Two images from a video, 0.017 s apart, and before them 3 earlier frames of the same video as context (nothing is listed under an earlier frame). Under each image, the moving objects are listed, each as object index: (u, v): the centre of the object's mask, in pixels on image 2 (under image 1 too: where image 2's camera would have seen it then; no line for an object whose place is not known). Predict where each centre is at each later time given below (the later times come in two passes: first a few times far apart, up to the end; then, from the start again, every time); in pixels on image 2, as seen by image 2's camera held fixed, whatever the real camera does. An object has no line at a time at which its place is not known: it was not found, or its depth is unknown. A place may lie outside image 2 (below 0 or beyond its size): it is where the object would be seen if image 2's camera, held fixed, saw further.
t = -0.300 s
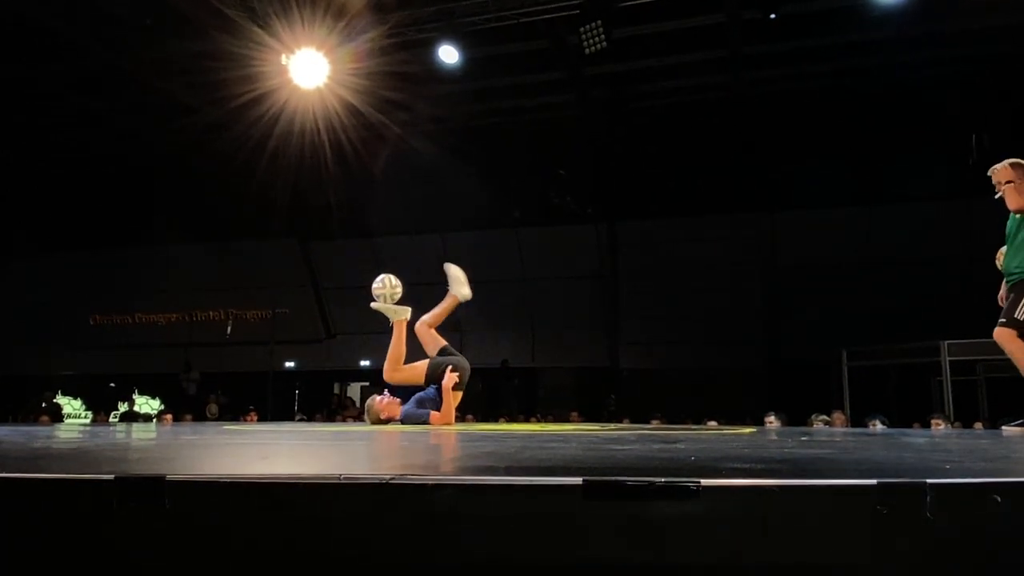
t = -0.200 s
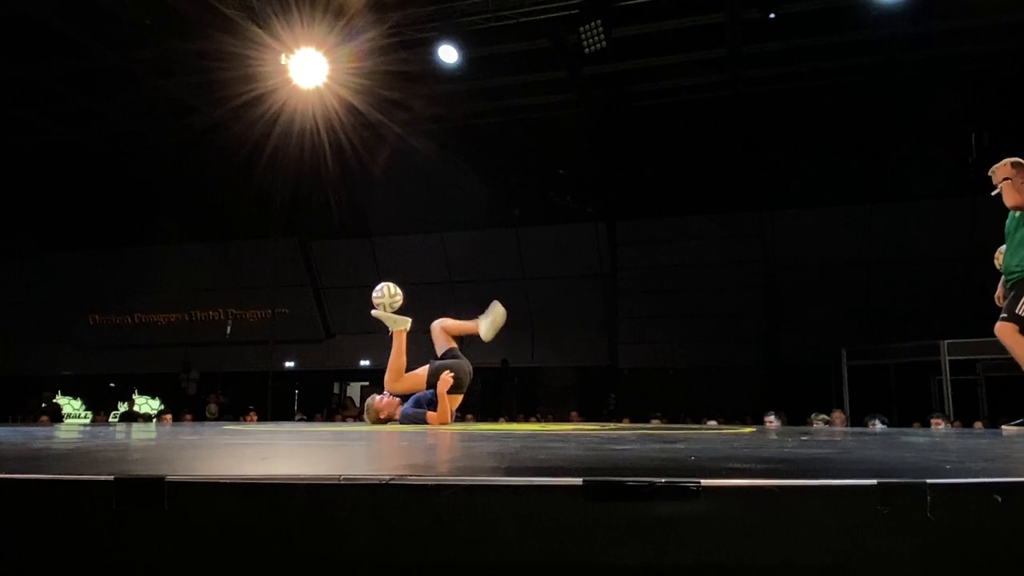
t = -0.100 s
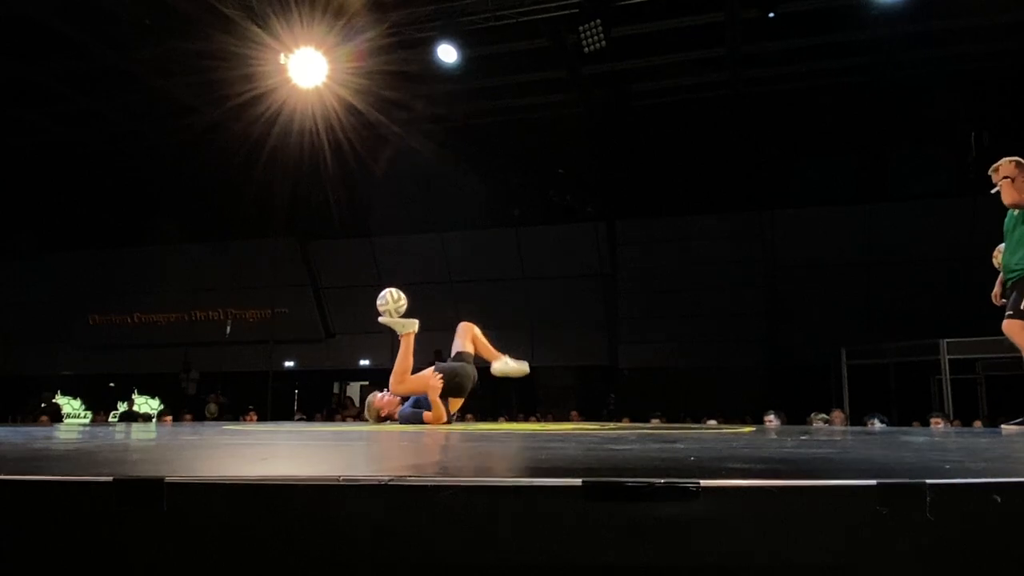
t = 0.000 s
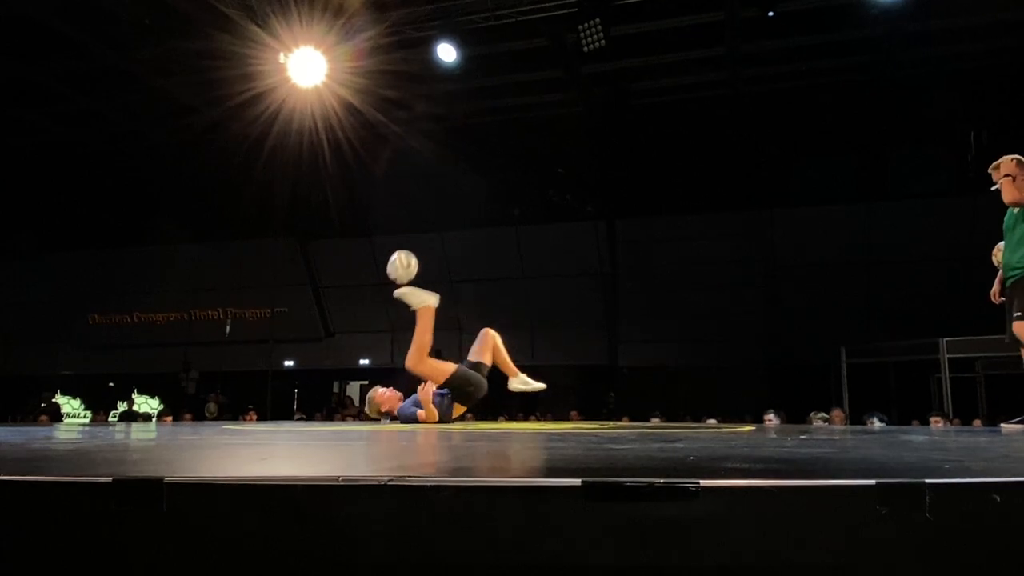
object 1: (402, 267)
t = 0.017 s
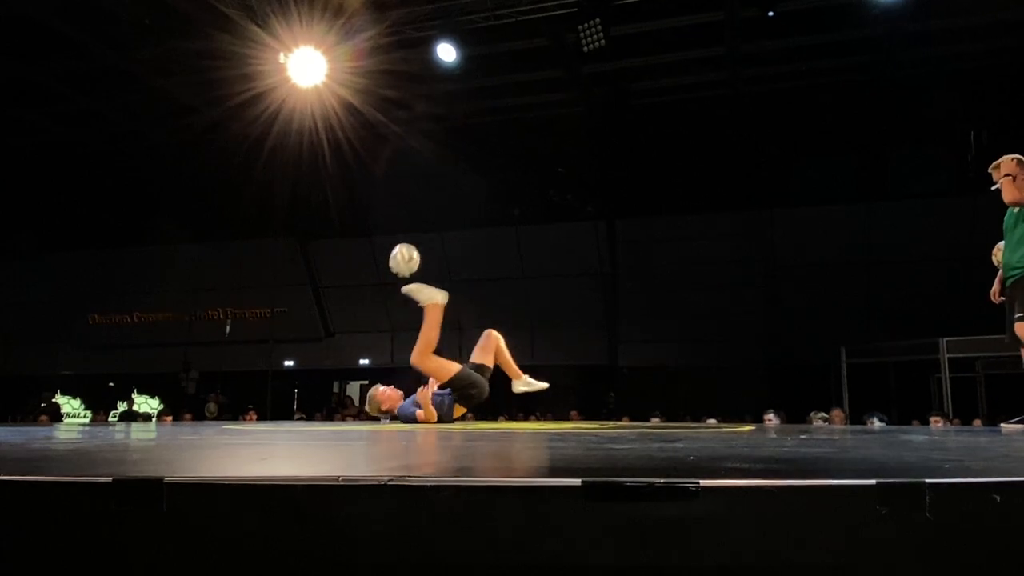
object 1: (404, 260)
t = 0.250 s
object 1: (431, 206)
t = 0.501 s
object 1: (458, 225)
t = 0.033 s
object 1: (406, 253)
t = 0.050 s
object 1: (408, 248)
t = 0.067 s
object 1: (410, 242)
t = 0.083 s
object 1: (412, 237)
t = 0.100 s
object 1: (414, 232)
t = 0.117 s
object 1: (416, 228)
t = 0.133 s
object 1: (418, 224)
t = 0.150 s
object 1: (420, 220)
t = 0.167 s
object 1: (422, 217)
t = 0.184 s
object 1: (424, 214)
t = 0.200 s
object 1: (426, 212)
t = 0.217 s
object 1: (428, 209)
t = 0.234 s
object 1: (430, 207)
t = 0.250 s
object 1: (431, 206)
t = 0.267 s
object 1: (433, 205)
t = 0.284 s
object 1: (435, 204)
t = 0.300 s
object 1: (437, 204)
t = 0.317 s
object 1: (438, 204)
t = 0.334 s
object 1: (440, 204)
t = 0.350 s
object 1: (442, 204)
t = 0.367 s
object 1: (444, 205)
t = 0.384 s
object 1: (445, 207)
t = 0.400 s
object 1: (447, 208)
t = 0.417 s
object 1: (449, 210)
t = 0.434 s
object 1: (451, 212)
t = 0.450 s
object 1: (452, 215)
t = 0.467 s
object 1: (454, 218)
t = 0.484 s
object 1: (456, 221)
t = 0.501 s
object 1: (458, 225)
